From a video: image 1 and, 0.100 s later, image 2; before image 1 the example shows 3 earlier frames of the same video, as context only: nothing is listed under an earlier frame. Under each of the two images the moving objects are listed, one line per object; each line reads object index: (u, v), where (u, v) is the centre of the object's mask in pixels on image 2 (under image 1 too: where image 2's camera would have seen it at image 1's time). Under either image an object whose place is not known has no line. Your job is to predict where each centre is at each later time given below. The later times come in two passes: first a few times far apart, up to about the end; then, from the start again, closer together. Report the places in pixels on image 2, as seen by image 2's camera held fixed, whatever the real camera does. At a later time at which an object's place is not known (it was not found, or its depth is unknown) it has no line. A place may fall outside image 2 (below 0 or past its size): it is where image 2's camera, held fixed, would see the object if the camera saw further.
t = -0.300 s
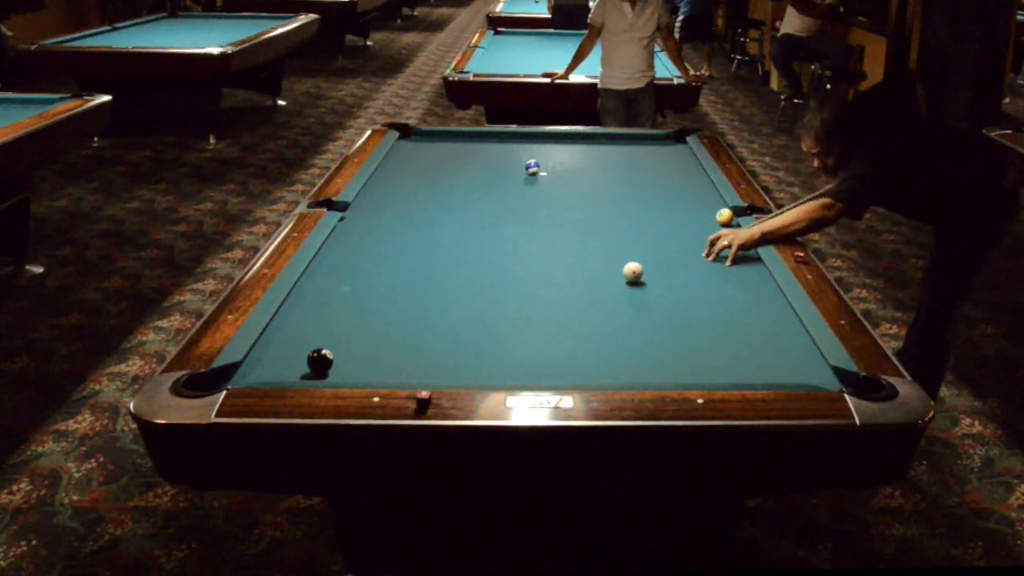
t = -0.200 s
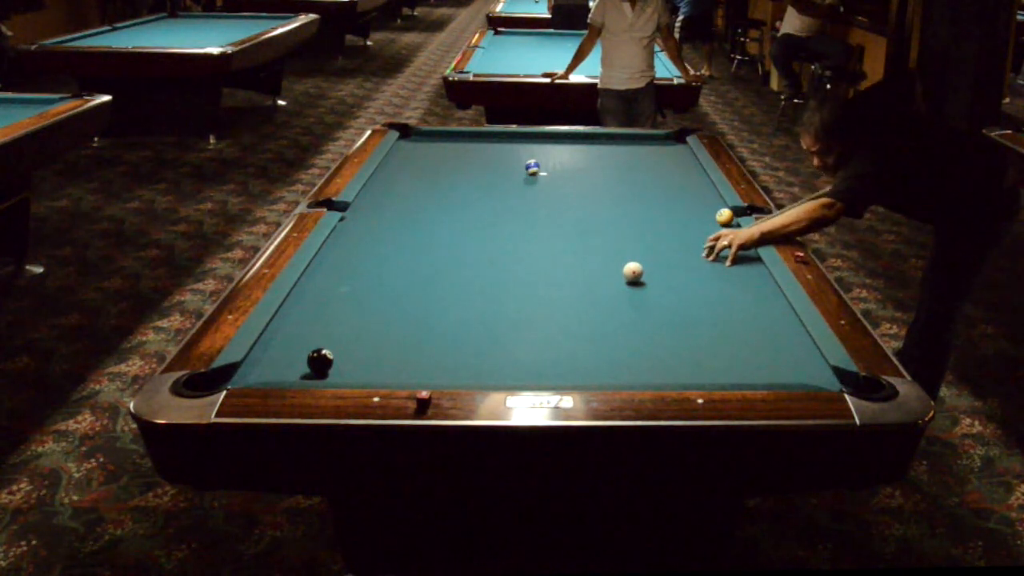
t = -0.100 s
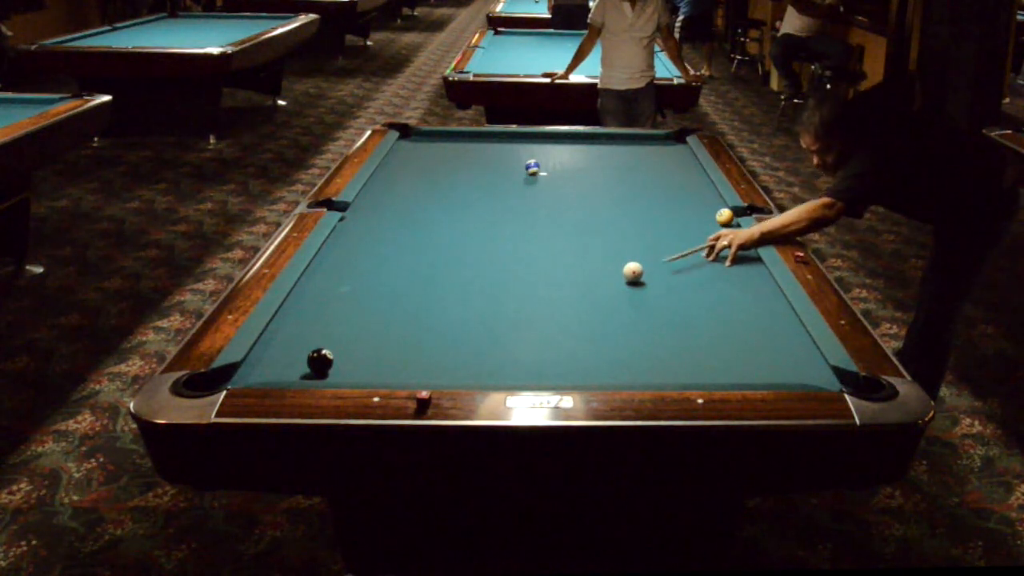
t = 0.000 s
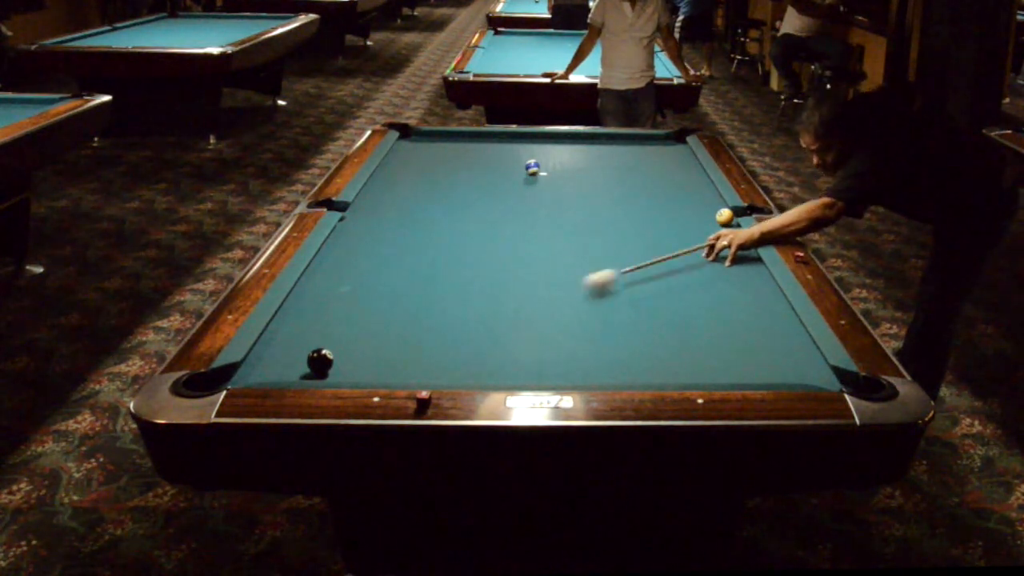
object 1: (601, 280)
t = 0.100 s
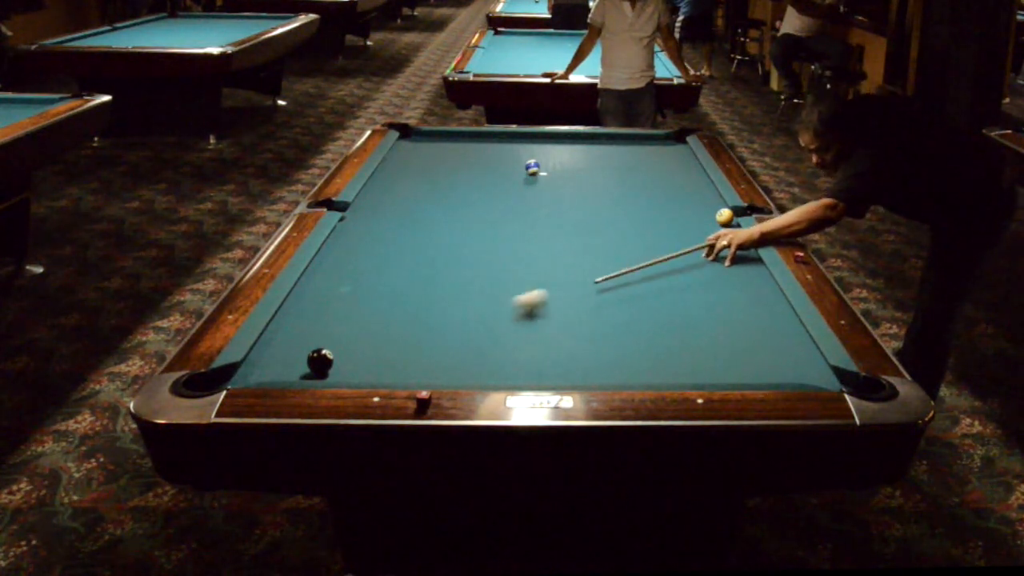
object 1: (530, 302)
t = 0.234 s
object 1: (439, 329)
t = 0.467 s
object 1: (340, 366)
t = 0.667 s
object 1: (307, 368)
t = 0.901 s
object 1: (274, 352)
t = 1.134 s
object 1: (286, 339)
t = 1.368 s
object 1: (317, 327)
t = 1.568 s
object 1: (340, 319)
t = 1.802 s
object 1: (365, 310)
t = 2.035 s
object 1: (388, 301)
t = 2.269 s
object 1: (408, 294)
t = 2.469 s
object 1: (423, 288)
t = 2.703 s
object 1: (439, 283)
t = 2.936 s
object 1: (454, 278)
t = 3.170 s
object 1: (467, 273)
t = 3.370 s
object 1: (477, 269)
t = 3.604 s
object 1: (488, 266)
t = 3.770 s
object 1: (489, 258)
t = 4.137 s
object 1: (507, 258)
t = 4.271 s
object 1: (510, 258)
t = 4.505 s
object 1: (515, 257)
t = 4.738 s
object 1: (519, 256)
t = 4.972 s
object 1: (522, 255)
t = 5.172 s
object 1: (523, 254)
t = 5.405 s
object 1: (524, 254)
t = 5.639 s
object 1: (524, 254)
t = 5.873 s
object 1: (524, 254)
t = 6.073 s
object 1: (524, 254)
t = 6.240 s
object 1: (524, 254)
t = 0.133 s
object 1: (507, 310)
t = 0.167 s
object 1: (484, 317)
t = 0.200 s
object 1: (461, 324)
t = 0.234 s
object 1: (439, 329)
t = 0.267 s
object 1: (416, 333)
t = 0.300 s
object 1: (389, 342)
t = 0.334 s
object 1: (363, 350)
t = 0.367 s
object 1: (346, 356)
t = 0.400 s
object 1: (346, 359)
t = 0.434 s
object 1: (344, 363)
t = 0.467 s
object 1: (340, 366)
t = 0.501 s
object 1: (336, 369)
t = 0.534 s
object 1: (330, 371)
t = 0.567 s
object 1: (323, 373)
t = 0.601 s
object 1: (318, 371)
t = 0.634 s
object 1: (313, 370)
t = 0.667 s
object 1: (307, 368)
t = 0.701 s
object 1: (302, 366)
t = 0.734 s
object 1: (297, 365)
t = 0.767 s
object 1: (292, 363)
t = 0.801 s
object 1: (288, 359)
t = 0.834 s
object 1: (283, 357)
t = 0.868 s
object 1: (278, 355)
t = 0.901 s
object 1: (274, 352)
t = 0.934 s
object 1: (269, 350)
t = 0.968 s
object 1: (265, 348)
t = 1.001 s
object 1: (267, 346)
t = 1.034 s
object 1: (272, 344)
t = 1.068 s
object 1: (277, 342)
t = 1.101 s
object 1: (282, 341)
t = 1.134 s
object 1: (286, 339)
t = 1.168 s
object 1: (291, 337)
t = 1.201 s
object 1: (295, 335)
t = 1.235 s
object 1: (300, 334)
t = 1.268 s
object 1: (305, 332)
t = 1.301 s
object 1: (309, 330)
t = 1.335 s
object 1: (313, 329)
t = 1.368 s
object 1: (317, 327)
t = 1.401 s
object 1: (321, 326)
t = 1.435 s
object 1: (325, 324)
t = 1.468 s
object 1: (329, 322)
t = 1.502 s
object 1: (333, 321)
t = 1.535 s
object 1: (337, 320)
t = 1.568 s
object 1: (340, 319)
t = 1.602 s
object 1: (344, 317)
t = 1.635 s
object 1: (348, 316)
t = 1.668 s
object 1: (352, 314)
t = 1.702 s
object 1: (355, 313)
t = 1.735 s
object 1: (358, 312)
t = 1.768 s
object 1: (362, 311)
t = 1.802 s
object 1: (365, 310)
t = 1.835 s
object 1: (369, 308)
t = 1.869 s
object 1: (372, 307)
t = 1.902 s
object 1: (375, 306)
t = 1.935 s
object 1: (378, 304)
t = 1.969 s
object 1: (382, 303)
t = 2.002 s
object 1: (385, 302)
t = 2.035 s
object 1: (388, 301)
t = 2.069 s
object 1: (390, 300)
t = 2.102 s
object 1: (394, 299)
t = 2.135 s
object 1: (396, 298)
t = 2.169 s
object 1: (399, 297)
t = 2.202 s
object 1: (402, 296)
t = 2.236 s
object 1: (405, 295)
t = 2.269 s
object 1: (408, 294)
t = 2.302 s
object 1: (410, 293)
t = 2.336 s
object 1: (413, 292)
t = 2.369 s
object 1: (415, 291)
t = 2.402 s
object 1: (418, 290)
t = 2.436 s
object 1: (421, 289)
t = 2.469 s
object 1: (423, 288)
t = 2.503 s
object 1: (425, 288)
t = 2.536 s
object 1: (428, 287)
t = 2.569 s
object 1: (430, 286)
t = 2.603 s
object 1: (433, 285)
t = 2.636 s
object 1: (435, 284)
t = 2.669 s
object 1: (437, 283)
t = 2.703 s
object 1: (439, 283)
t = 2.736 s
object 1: (441, 282)
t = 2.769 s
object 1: (444, 281)
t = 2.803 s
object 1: (446, 281)
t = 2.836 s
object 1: (448, 280)
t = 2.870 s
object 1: (450, 279)
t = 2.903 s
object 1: (452, 278)
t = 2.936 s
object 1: (454, 278)
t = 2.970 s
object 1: (456, 277)
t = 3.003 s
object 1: (458, 276)
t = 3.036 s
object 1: (460, 275)
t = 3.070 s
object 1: (462, 275)
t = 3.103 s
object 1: (463, 274)
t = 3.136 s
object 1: (465, 273)
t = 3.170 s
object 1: (467, 273)
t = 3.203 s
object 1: (469, 272)
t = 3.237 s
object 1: (470, 272)
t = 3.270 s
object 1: (472, 271)
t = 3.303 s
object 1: (473, 271)
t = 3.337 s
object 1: (475, 270)
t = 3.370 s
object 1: (477, 269)
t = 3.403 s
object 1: (479, 269)
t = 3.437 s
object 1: (480, 268)
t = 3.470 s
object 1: (482, 268)
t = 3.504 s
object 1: (483, 267)
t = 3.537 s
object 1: (485, 267)
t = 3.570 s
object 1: (486, 267)
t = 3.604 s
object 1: (488, 266)
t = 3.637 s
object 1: (489, 266)
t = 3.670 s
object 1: (490, 265)
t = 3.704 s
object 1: (492, 264)
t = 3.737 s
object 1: (493, 264)
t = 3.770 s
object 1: (489, 258)
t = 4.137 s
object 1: (507, 258)
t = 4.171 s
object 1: (507, 259)
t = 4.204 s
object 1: (508, 259)
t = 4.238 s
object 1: (509, 259)
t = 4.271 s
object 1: (510, 258)
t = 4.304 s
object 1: (511, 258)
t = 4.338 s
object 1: (512, 258)
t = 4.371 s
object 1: (512, 258)
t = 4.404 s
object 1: (513, 258)
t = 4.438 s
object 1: (513, 257)
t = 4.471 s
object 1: (514, 257)
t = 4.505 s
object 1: (515, 257)
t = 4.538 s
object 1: (515, 257)
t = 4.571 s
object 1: (516, 257)
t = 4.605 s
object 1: (517, 257)
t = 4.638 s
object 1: (517, 256)
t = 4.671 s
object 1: (518, 256)
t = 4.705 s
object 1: (518, 256)
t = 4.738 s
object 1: (519, 256)
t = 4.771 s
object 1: (519, 256)
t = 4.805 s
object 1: (520, 256)
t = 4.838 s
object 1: (520, 255)
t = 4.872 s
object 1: (521, 255)
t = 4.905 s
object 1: (522, 255)
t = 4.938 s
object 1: (521, 255)
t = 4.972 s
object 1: (522, 255)
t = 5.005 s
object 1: (522, 255)
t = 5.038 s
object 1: (522, 255)
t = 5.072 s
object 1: (523, 255)
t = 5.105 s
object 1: (523, 255)
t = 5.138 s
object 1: (523, 255)
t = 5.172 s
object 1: (523, 254)
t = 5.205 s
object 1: (523, 254)
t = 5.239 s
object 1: (523, 254)
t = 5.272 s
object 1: (523, 254)
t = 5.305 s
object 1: (524, 254)
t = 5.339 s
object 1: (524, 254)
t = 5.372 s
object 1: (524, 254)
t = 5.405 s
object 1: (524, 254)
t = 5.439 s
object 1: (524, 254)
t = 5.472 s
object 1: (524, 254)
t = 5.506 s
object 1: (524, 254)
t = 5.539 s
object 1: (524, 254)
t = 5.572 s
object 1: (524, 254)
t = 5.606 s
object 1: (524, 254)
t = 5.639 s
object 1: (524, 254)
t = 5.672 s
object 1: (524, 254)
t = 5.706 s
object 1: (524, 254)
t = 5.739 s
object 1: (524, 254)
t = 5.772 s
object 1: (524, 254)
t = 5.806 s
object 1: (524, 254)
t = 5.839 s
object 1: (524, 254)
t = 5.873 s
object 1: (524, 254)
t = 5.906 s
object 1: (524, 254)
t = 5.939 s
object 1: (524, 254)
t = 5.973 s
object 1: (524, 254)
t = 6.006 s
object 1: (524, 254)
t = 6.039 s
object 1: (524, 254)
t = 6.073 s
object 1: (524, 254)
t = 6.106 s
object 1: (524, 254)
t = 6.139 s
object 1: (524, 254)
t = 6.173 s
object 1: (524, 254)
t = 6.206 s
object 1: (524, 254)
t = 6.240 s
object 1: (524, 254)
